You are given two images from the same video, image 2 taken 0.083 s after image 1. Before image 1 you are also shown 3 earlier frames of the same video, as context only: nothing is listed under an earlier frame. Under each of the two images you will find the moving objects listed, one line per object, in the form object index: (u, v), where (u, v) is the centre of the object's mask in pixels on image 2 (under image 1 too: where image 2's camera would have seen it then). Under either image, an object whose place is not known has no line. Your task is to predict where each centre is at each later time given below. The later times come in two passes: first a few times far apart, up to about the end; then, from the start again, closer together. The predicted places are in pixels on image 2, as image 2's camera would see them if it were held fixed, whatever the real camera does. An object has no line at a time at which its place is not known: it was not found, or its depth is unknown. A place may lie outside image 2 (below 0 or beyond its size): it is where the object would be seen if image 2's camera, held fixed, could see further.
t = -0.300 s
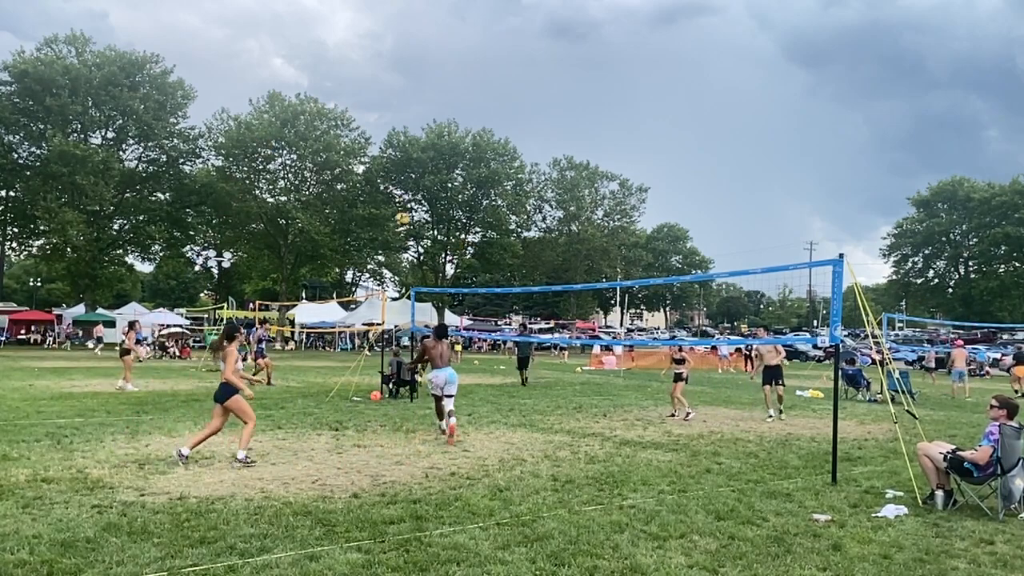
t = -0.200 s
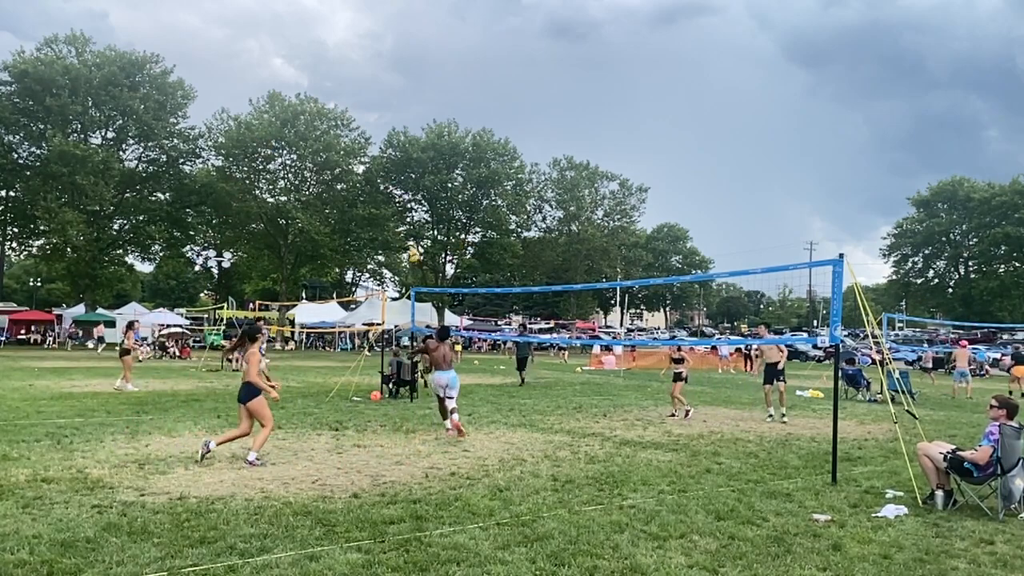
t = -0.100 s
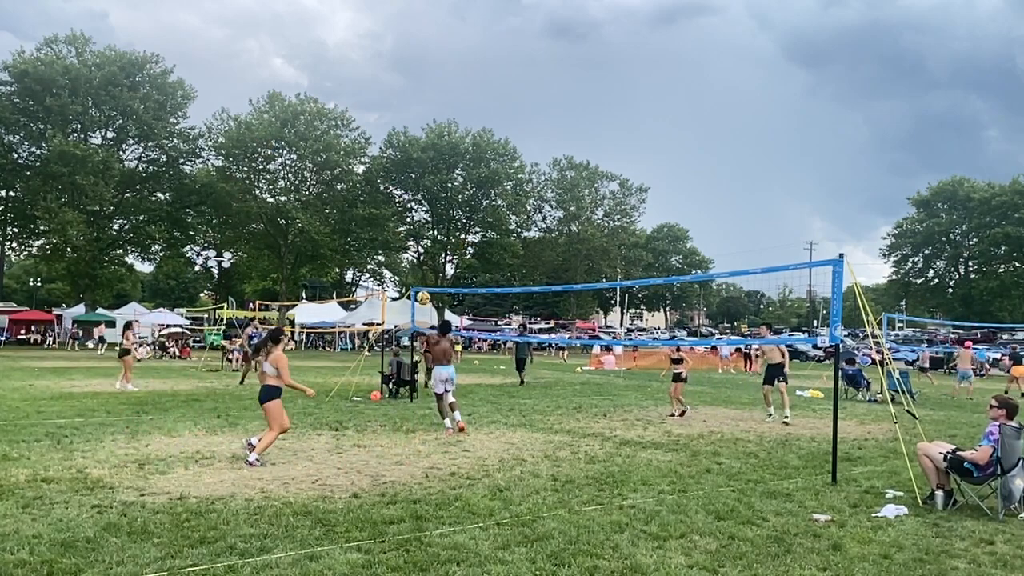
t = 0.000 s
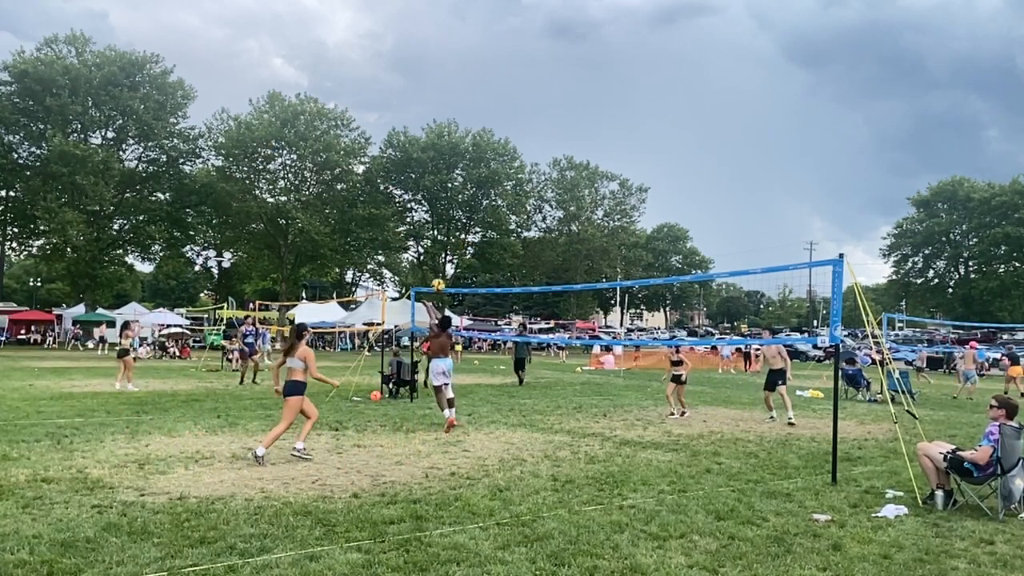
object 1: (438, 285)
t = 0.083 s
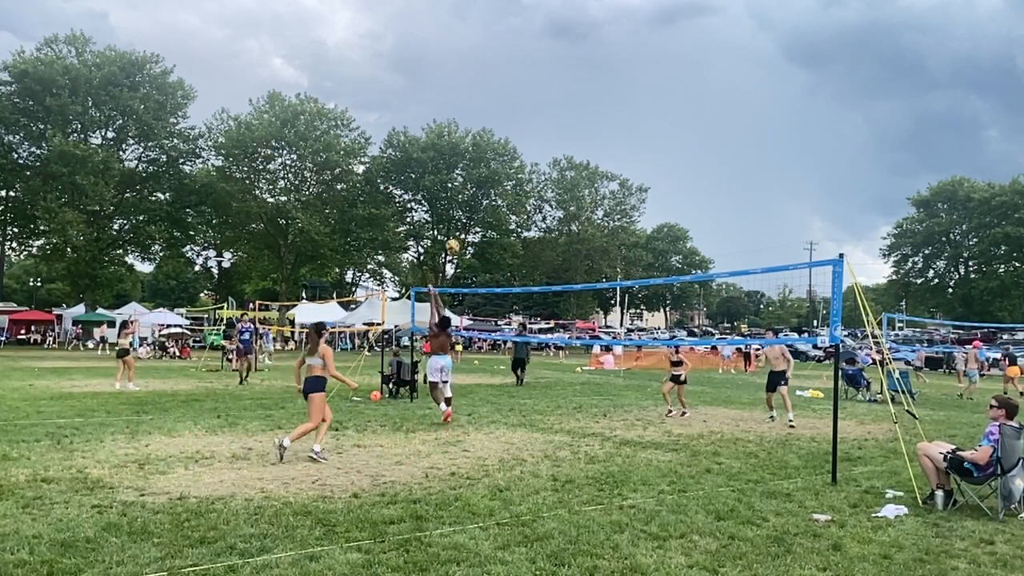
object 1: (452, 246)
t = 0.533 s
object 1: (526, 107)
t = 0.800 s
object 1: (568, 83)
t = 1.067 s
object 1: (611, 106)
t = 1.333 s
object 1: (653, 180)
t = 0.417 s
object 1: (507, 132)
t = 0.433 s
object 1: (510, 128)
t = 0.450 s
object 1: (512, 124)
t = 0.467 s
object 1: (515, 120)
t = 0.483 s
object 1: (518, 117)
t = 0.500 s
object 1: (521, 113)
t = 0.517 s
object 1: (523, 110)
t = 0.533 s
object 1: (526, 107)
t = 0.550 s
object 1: (528, 104)
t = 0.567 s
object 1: (531, 101)
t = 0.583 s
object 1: (534, 99)
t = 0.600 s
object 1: (537, 97)
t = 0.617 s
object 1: (539, 95)
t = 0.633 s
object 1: (542, 93)
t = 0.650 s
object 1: (544, 91)
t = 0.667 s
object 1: (547, 89)
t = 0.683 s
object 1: (550, 88)
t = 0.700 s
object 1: (553, 87)
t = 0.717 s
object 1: (555, 85)
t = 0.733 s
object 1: (558, 85)
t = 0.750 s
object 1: (561, 84)
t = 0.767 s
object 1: (563, 84)
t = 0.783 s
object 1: (566, 83)
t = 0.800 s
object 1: (568, 83)
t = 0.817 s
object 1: (571, 83)
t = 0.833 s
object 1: (574, 83)
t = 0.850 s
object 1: (576, 84)
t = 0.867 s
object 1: (579, 84)
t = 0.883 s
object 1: (582, 85)
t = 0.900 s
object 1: (584, 86)
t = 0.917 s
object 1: (587, 88)
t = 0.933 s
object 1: (590, 89)
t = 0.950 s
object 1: (593, 90)
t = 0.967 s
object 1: (596, 92)
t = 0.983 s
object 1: (598, 94)
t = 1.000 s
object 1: (600, 96)
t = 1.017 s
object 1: (603, 98)
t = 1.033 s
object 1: (606, 100)
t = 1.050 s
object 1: (609, 104)
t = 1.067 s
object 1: (611, 106)
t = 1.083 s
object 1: (614, 109)
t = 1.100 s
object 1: (616, 113)
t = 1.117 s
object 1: (620, 116)
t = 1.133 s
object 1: (622, 120)
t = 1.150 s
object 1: (624, 124)
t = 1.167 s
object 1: (627, 128)
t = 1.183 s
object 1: (630, 132)
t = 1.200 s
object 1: (633, 137)
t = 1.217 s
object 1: (635, 141)
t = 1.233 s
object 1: (637, 146)
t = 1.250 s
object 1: (640, 151)
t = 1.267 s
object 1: (643, 156)
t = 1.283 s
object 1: (645, 162)
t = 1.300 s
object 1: (648, 168)
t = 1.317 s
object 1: (651, 174)
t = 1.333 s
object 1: (653, 180)
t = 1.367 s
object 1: (659, 194)
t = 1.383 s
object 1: (661, 201)
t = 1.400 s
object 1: (664, 208)
